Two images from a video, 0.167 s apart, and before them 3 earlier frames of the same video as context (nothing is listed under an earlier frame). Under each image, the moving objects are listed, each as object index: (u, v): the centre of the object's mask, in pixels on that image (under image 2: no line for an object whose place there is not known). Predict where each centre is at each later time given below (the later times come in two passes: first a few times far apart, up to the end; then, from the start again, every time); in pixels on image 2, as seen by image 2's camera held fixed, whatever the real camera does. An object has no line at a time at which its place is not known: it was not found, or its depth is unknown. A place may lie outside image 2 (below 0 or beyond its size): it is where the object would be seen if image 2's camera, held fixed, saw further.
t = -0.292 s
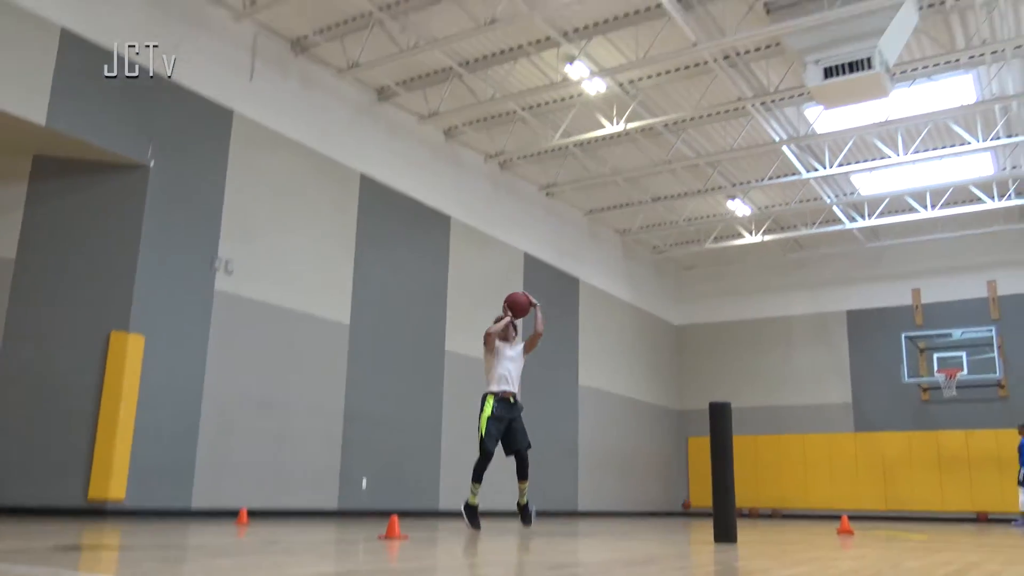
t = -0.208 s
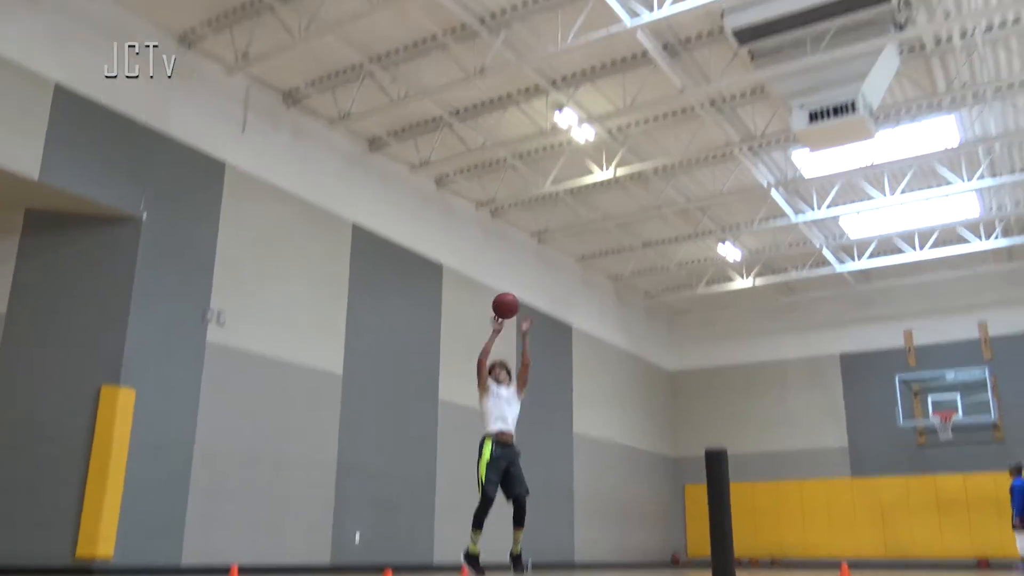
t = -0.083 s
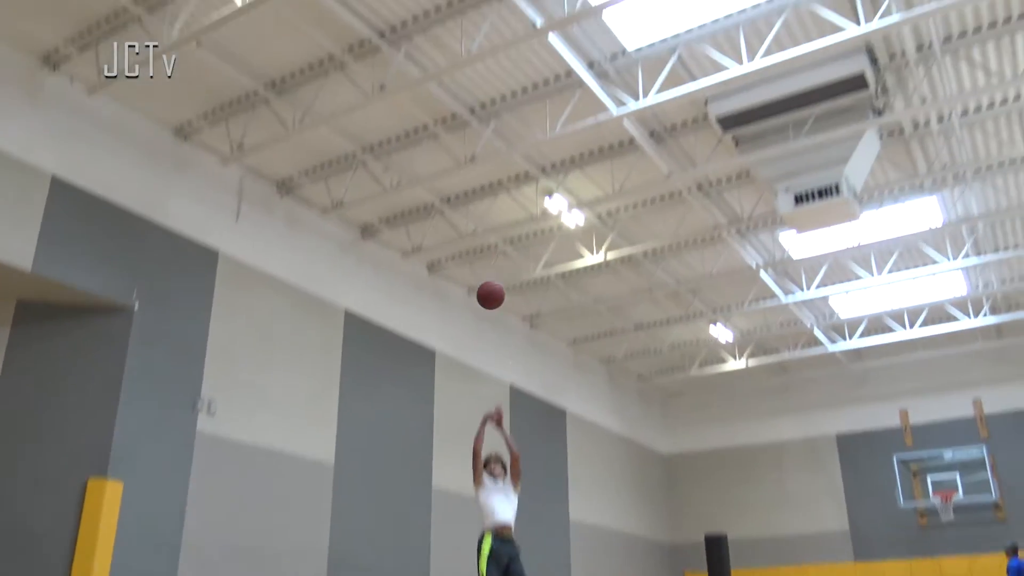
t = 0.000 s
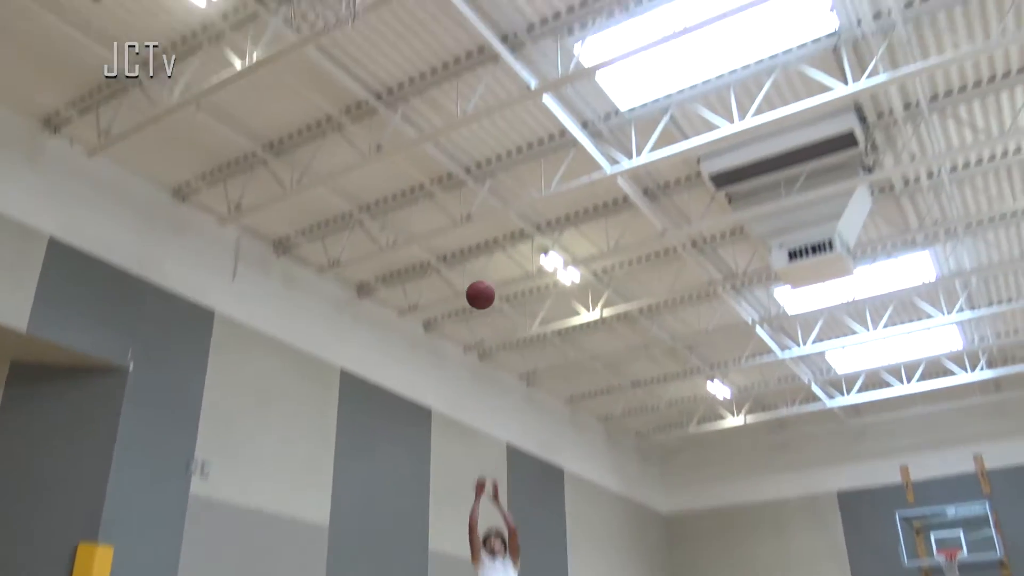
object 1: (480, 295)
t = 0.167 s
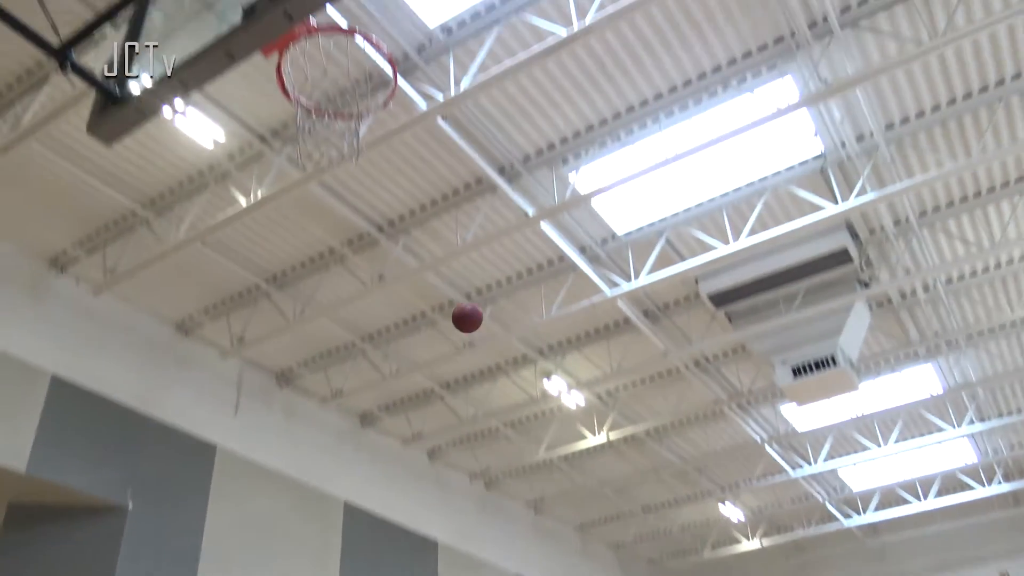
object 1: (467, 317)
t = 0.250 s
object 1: (457, 272)
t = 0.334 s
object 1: (447, 230)
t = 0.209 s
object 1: (463, 294)
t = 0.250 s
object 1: (457, 272)
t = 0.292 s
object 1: (452, 250)
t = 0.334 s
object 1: (447, 230)
